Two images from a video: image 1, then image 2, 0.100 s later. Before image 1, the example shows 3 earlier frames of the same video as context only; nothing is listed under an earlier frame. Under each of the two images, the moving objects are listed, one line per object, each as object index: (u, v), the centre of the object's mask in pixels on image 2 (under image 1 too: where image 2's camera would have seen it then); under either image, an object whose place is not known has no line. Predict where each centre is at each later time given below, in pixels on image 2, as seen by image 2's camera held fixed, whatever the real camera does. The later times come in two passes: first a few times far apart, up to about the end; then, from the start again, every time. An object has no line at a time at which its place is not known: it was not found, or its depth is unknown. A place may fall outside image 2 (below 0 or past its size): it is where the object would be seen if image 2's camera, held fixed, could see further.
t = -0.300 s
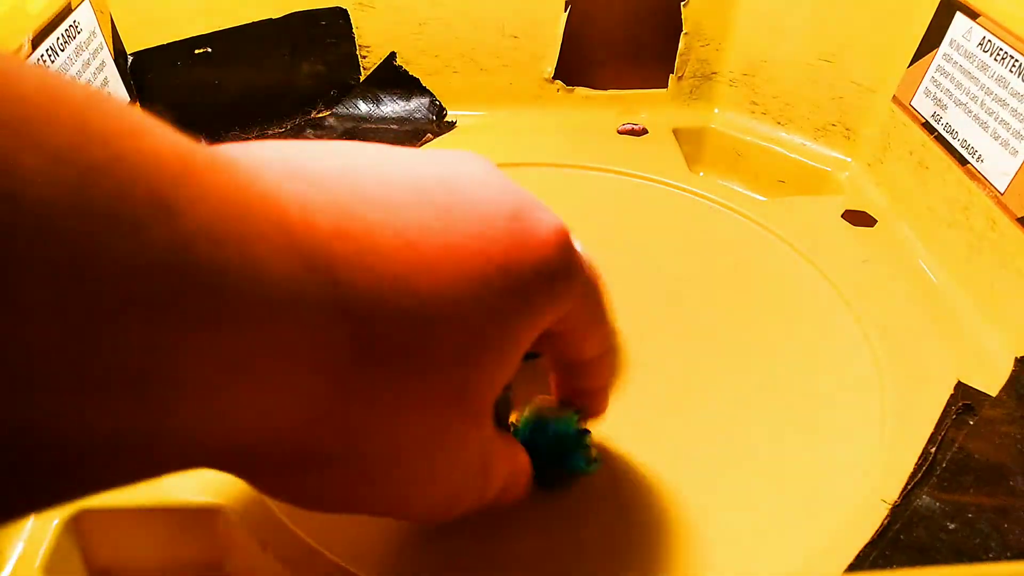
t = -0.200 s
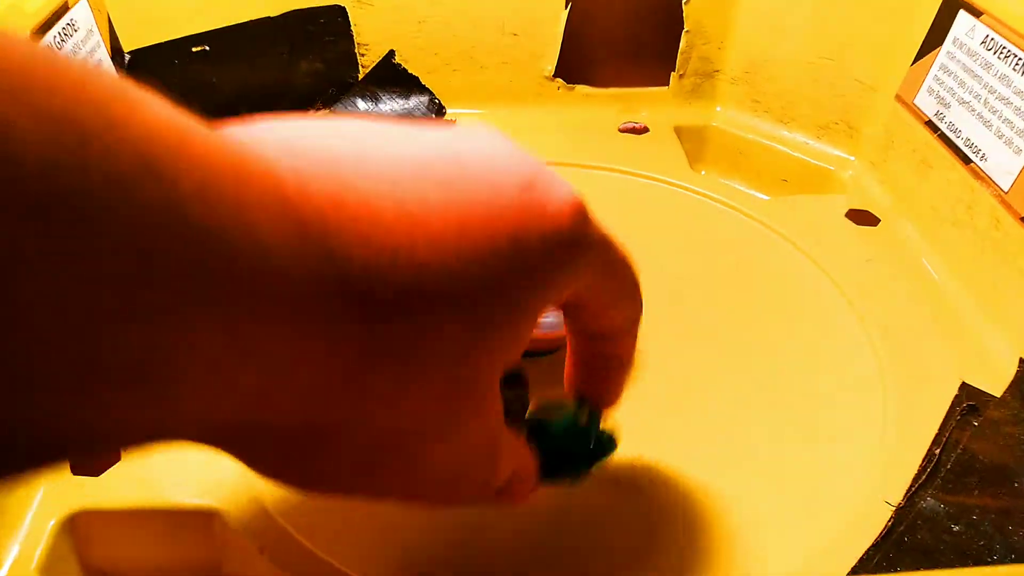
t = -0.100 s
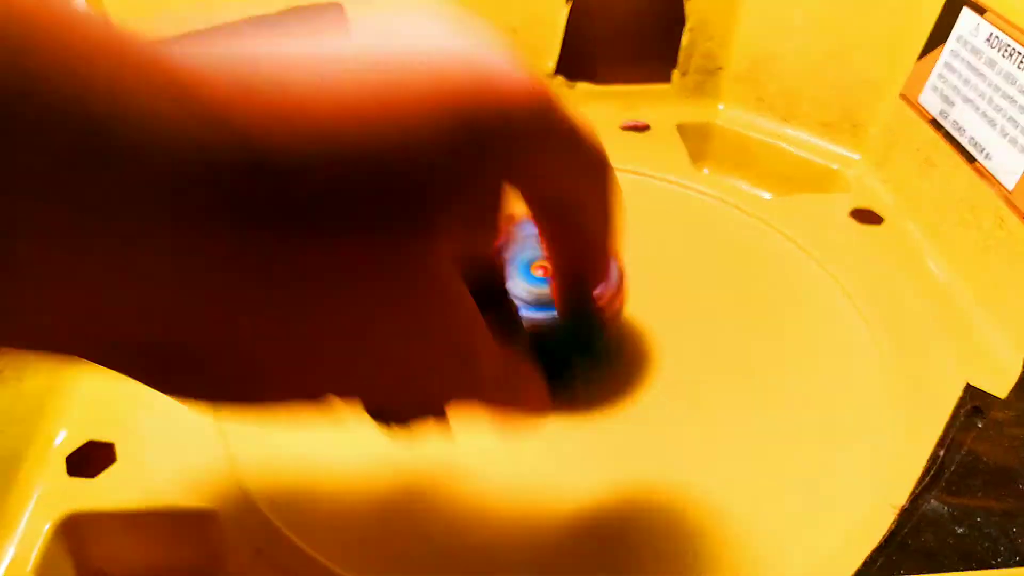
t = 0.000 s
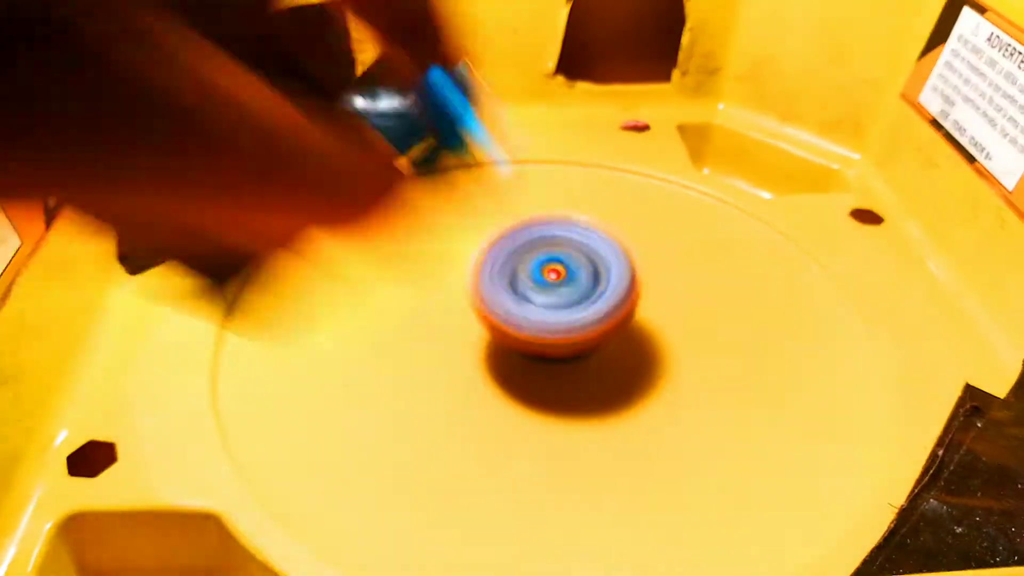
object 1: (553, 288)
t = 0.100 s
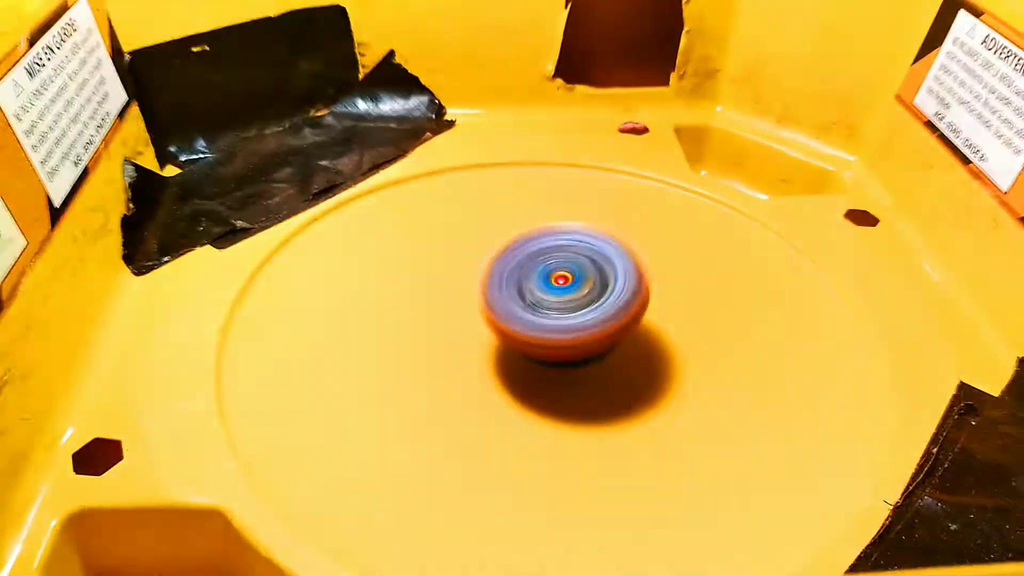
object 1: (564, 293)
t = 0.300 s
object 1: (570, 310)
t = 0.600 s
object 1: (544, 320)
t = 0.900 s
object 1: (533, 303)
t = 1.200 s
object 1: (563, 295)
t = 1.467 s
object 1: (582, 309)
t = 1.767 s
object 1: (566, 318)
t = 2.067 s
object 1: (550, 302)
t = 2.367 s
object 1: (573, 287)
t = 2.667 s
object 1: (593, 299)
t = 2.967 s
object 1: (568, 309)
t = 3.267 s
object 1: (544, 292)
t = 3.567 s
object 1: (563, 279)
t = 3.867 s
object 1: (582, 293)
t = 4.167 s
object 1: (558, 306)
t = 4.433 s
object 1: (534, 295)
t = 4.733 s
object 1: (549, 282)
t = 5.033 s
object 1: (573, 295)
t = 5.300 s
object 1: (560, 310)
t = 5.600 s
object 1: (533, 302)
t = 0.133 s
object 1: (567, 296)
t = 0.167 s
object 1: (568, 299)
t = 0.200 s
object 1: (569, 301)
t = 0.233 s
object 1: (570, 304)
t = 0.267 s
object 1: (571, 307)
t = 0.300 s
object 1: (570, 310)
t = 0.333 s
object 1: (569, 312)
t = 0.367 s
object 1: (567, 314)
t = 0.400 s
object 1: (565, 316)
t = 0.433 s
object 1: (562, 318)
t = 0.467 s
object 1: (559, 319)
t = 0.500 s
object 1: (555, 320)
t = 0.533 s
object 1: (552, 320)
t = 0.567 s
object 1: (548, 320)
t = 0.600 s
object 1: (544, 320)
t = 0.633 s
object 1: (541, 318)
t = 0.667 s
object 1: (538, 317)
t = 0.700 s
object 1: (536, 315)
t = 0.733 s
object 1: (534, 314)
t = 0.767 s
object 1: (533, 311)
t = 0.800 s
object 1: (532, 309)
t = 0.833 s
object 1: (532, 306)
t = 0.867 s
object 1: (532, 305)
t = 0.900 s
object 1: (533, 303)
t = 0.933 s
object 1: (535, 301)
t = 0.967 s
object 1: (538, 299)
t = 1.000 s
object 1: (541, 298)
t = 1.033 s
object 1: (545, 296)
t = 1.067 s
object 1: (548, 295)
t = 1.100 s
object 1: (552, 295)
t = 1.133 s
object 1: (556, 295)
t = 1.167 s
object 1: (559, 294)
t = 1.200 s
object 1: (563, 295)
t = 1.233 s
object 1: (567, 295)
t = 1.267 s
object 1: (571, 297)
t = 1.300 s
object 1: (573, 298)
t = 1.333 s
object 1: (576, 300)
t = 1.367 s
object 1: (578, 302)
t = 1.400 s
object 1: (580, 304)
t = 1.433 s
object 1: (582, 306)
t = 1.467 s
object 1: (582, 309)
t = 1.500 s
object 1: (583, 310)
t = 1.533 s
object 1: (582, 312)
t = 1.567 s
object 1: (581, 314)
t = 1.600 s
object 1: (579, 315)
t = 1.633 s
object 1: (577, 317)
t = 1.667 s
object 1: (575, 317)
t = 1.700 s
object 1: (572, 318)
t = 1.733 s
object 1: (569, 318)
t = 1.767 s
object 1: (566, 318)
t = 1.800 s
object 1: (562, 317)
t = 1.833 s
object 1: (559, 316)
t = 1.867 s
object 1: (557, 314)
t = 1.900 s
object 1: (555, 312)
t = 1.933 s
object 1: (553, 311)
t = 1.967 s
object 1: (551, 308)
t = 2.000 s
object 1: (550, 306)
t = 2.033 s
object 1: (549, 304)
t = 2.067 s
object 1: (550, 302)
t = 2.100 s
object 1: (549, 298)
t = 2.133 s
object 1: (551, 297)
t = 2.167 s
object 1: (553, 295)
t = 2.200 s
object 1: (556, 293)
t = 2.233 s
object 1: (559, 291)
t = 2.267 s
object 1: (562, 290)
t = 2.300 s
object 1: (565, 288)
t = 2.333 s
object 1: (569, 288)
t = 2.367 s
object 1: (573, 287)
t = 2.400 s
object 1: (576, 288)
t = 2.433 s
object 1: (580, 288)
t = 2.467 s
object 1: (583, 289)
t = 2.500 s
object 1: (586, 291)
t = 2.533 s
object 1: (589, 292)
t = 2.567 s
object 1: (591, 294)
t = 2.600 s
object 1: (592, 295)
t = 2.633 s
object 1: (593, 297)
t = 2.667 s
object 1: (593, 299)
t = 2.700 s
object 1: (593, 300)
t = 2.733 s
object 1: (592, 302)
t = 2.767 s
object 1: (590, 304)
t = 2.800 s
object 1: (587, 306)
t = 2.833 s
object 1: (584, 307)
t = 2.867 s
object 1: (580, 308)
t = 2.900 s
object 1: (576, 309)
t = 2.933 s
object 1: (573, 309)
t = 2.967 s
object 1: (568, 309)
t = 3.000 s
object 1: (564, 308)
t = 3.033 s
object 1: (561, 307)
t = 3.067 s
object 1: (557, 306)
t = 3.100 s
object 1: (553, 304)
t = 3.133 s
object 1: (551, 302)
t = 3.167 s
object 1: (548, 300)
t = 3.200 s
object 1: (546, 297)
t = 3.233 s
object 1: (544, 294)
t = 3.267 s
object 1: (544, 292)
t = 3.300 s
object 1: (544, 290)
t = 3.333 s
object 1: (545, 288)
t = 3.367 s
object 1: (546, 285)
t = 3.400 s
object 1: (548, 283)
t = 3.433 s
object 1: (550, 281)
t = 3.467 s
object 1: (553, 280)
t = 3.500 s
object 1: (556, 279)
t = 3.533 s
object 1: (559, 279)
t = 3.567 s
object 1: (563, 279)
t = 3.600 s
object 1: (566, 279)
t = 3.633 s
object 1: (569, 280)
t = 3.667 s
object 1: (573, 281)
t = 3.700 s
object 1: (575, 282)
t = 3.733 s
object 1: (578, 284)
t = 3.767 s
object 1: (580, 286)
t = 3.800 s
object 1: (581, 289)
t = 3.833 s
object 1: (582, 291)
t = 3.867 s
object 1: (582, 293)
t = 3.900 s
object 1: (581, 295)
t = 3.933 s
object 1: (580, 297)
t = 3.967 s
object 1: (579, 299)
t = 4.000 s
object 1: (576, 301)
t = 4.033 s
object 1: (573, 302)
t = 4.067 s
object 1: (570, 304)
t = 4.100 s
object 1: (567, 305)
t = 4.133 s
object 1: (562, 306)
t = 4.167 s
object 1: (558, 306)
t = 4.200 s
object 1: (554, 306)
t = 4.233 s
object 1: (551, 305)
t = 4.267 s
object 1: (547, 304)
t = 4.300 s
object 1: (543, 303)
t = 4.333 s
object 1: (540, 301)
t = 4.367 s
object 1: (538, 299)
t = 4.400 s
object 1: (536, 297)
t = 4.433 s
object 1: (534, 295)
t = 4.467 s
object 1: (533, 293)
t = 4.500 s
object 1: (533, 291)
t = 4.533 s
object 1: (534, 288)
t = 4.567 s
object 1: (535, 287)
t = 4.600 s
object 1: (537, 285)
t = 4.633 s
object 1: (540, 284)
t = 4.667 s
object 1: (542, 283)
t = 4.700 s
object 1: (546, 282)
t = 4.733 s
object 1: (549, 282)
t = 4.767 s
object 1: (553, 282)
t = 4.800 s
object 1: (556, 282)
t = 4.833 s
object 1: (559, 283)
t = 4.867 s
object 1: (563, 285)
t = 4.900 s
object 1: (565, 287)
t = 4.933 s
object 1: (568, 288)
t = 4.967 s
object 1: (570, 290)
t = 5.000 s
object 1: (572, 293)
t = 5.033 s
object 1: (573, 295)
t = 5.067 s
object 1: (573, 297)
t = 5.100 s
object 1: (573, 299)
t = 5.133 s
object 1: (572, 302)
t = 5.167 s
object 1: (571, 304)
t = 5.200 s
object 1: (569, 306)
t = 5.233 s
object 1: (566, 307)
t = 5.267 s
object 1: (563, 309)
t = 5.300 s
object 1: (560, 310)
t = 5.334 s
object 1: (556, 311)
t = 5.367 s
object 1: (553, 311)
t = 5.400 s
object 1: (549, 311)
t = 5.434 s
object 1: (546, 310)
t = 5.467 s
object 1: (542, 309)
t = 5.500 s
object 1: (540, 308)
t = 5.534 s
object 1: (537, 306)
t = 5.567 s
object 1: (535, 305)
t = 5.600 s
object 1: (533, 302)
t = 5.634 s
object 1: (532, 300)
